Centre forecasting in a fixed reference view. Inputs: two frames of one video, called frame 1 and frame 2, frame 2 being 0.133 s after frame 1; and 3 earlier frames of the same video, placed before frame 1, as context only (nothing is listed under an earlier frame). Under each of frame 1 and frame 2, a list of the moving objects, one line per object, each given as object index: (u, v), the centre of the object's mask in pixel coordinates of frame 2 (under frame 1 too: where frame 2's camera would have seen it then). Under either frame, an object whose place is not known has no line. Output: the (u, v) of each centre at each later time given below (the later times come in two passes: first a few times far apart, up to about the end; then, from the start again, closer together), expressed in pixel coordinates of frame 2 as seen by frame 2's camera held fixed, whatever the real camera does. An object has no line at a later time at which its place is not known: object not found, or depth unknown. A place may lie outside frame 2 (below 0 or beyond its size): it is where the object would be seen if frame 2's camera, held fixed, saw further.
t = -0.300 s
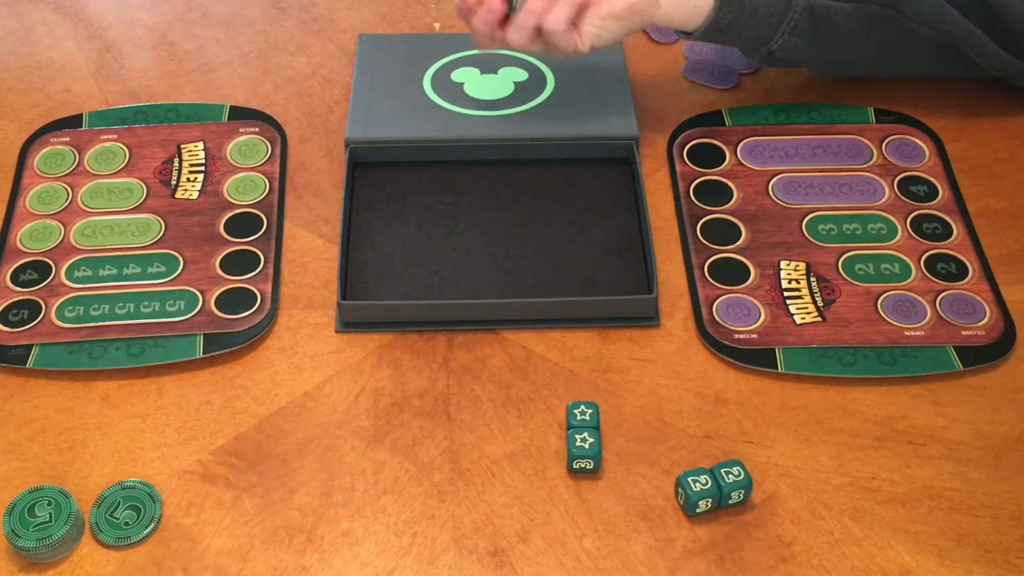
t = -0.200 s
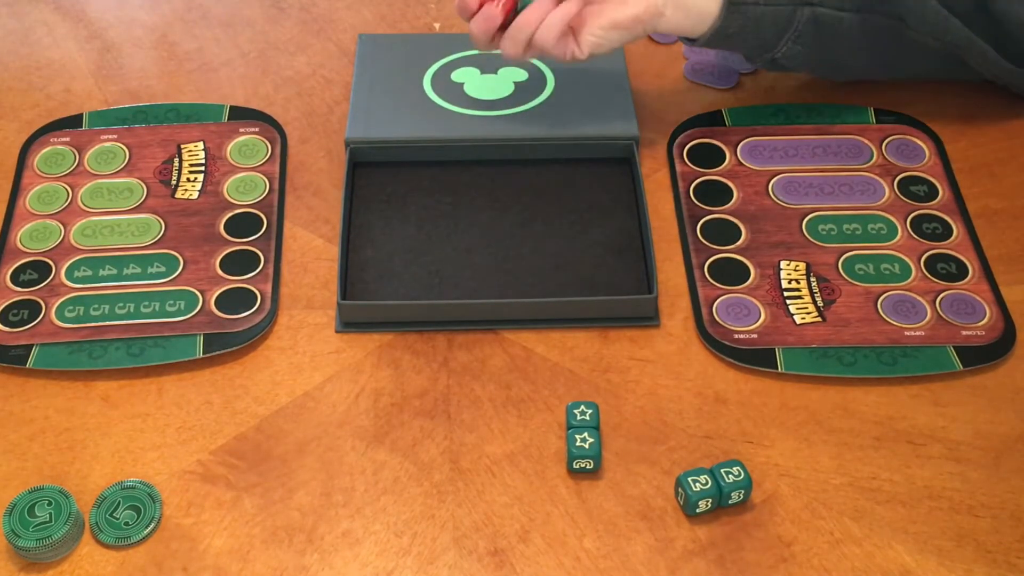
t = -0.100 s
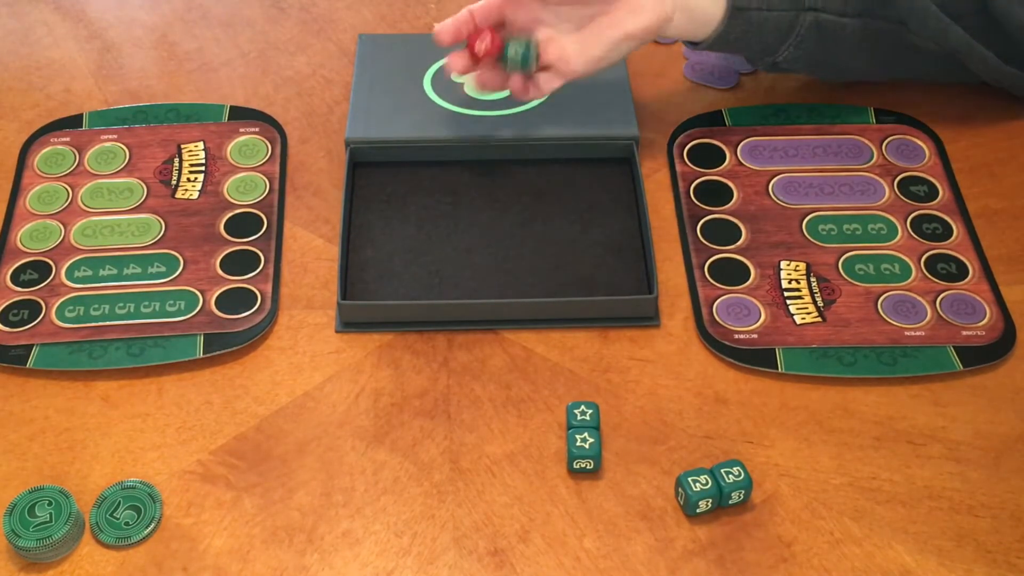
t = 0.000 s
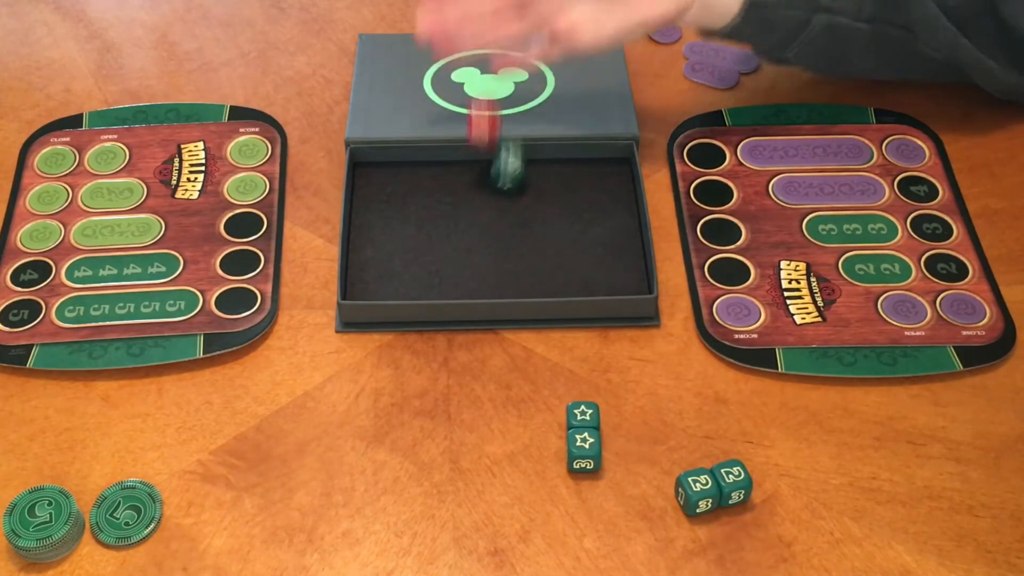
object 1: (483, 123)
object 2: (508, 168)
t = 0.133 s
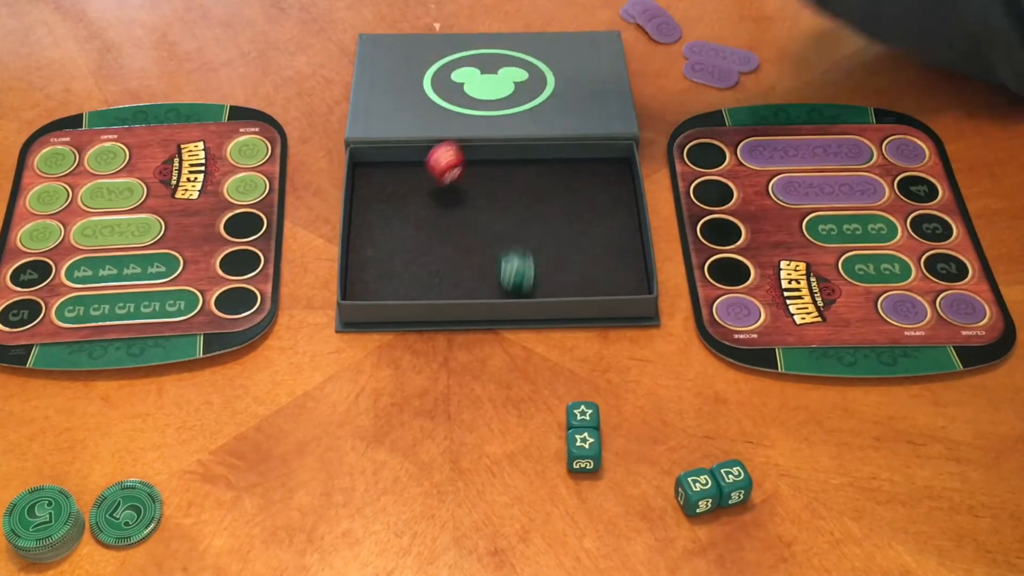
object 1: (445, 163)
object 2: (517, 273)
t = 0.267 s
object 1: (425, 196)
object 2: (523, 265)
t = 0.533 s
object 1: (381, 226)
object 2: (518, 250)
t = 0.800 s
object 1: (381, 226)
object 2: (517, 250)
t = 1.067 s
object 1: (381, 226)
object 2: (517, 250)
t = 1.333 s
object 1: (381, 226)
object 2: (517, 250)
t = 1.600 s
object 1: (381, 226)
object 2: (518, 250)
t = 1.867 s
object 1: (381, 226)
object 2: (518, 250)
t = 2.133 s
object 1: (381, 226)
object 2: (517, 250)
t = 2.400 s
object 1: (381, 226)
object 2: (517, 250)
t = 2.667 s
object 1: (381, 226)
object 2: (517, 250)
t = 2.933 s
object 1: (381, 226)
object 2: (517, 250)
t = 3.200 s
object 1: (381, 226)
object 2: (517, 250)
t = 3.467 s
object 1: (381, 226)
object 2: (517, 250)
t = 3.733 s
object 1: (381, 226)
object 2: (517, 250)
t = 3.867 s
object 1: (381, 226)
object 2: (517, 250)
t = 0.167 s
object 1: (436, 180)
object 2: (519, 284)
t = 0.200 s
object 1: (433, 179)
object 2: (521, 279)
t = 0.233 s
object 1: (430, 188)
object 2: (522, 272)
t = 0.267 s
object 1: (425, 196)
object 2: (523, 265)
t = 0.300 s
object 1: (417, 201)
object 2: (522, 258)
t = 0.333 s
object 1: (408, 207)
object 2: (521, 254)
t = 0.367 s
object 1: (400, 211)
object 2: (520, 252)
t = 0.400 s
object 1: (394, 217)
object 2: (518, 250)
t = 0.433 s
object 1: (389, 223)
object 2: (517, 250)
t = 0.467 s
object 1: (384, 225)
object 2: (517, 250)
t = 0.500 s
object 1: (381, 226)
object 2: (518, 250)
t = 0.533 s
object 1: (381, 226)
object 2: (518, 250)
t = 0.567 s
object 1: (381, 226)
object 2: (518, 250)
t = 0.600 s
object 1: (381, 226)
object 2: (517, 250)
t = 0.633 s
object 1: (381, 226)
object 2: (518, 250)
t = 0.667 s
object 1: (381, 226)
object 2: (517, 250)
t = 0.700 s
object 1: (381, 226)
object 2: (518, 250)
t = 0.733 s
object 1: (381, 226)
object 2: (517, 250)
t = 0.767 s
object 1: (381, 226)
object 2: (517, 250)
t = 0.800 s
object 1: (381, 226)
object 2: (517, 250)
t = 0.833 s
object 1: (381, 226)
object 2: (517, 250)
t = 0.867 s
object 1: (381, 226)
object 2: (518, 250)
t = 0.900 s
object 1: (381, 226)
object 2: (517, 250)
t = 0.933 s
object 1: (381, 226)
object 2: (517, 250)
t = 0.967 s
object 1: (381, 226)
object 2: (517, 250)
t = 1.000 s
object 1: (381, 226)
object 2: (517, 250)
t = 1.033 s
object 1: (381, 226)
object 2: (517, 250)
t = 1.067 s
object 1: (381, 226)
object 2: (517, 250)
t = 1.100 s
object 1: (381, 226)
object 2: (517, 250)
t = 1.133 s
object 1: (381, 226)
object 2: (517, 250)
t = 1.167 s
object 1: (381, 226)
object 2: (518, 250)
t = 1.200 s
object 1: (381, 226)
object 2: (517, 250)
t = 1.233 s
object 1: (381, 226)
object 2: (518, 250)
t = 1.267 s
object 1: (381, 226)
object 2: (517, 250)
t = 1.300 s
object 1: (381, 226)
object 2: (518, 250)
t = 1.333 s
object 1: (381, 226)
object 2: (517, 250)
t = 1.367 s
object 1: (381, 226)
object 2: (518, 250)
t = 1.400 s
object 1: (381, 226)
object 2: (517, 250)
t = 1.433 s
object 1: (381, 226)
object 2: (517, 250)
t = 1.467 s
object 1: (381, 226)
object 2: (517, 250)
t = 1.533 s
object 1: (381, 226)
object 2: (517, 250)
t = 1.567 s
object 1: (381, 226)
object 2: (517, 250)
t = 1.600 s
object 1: (381, 226)
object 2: (518, 250)
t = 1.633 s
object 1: (381, 226)
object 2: (518, 250)
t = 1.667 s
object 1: (381, 226)
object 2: (517, 250)
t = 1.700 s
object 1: (381, 226)
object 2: (517, 250)
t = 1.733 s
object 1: (381, 226)
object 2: (517, 250)
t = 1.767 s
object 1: (381, 226)
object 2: (517, 250)
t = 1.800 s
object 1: (381, 226)
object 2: (517, 250)
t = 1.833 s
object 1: (381, 226)
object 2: (517, 250)
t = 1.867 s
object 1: (381, 226)
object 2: (518, 250)
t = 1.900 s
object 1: (381, 226)
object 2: (517, 250)
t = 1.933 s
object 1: (381, 226)
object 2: (517, 250)
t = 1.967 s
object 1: (381, 226)
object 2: (517, 250)
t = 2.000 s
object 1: (381, 226)
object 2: (517, 250)
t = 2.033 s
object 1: (381, 226)
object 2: (517, 250)
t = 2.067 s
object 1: (381, 226)
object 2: (517, 250)
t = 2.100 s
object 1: (381, 226)
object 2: (517, 250)
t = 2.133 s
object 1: (381, 226)
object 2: (517, 250)
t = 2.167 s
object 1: (381, 226)
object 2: (517, 250)
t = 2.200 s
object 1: (381, 226)
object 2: (517, 250)
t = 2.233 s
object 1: (381, 226)
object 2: (517, 250)
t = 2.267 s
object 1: (381, 226)
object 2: (517, 250)
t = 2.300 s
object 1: (381, 226)
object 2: (517, 250)
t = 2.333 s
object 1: (381, 226)
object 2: (517, 250)
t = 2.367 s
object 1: (381, 226)
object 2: (517, 250)
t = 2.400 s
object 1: (381, 226)
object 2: (517, 250)
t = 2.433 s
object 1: (381, 226)
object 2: (517, 250)
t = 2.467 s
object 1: (381, 226)
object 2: (517, 250)
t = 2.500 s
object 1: (381, 226)
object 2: (517, 250)
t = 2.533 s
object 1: (381, 226)
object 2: (517, 250)
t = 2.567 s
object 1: (381, 226)
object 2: (517, 250)
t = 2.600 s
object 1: (381, 226)
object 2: (517, 250)
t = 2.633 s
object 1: (381, 226)
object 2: (517, 250)
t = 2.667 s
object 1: (381, 226)
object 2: (517, 250)
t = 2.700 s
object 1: (381, 226)
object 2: (517, 250)
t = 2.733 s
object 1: (381, 226)
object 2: (517, 250)
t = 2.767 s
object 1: (381, 226)
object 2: (517, 250)
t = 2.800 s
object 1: (381, 226)
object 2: (517, 250)
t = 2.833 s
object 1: (381, 226)
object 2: (517, 250)
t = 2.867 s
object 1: (381, 226)
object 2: (517, 250)
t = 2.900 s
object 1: (381, 226)
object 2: (517, 250)
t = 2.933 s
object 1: (381, 226)
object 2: (517, 250)
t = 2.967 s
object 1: (381, 226)
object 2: (517, 250)
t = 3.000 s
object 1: (381, 226)
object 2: (517, 250)
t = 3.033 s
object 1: (381, 226)
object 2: (517, 250)
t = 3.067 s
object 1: (381, 226)
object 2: (517, 250)
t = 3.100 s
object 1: (381, 226)
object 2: (517, 250)
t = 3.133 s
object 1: (381, 226)
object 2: (517, 250)
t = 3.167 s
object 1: (381, 226)
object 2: (517, 250)
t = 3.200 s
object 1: (381, 226)
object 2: (517, 250)
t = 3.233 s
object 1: (381, 226)
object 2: (517, 250)
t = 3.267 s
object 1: (381, 226)
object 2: (517, 250)
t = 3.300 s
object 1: (381, 226)
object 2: (517, 250)
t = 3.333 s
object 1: (381, 226)
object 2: (517, 250)
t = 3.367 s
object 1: (381, 226)
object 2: (517, 250)
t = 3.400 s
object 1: (381, 226)
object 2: (517, 250)
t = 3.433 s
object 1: (381, 226)
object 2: (517, 250)
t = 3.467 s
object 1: (381, 226)
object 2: (517, 250)
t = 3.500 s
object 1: (381, 226)
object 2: (517, 250)
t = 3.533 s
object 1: (381, 226)
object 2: (517, 250)
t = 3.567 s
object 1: (381, 226)
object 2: (517, 250)
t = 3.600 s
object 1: (381, 226)
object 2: (517, 250)
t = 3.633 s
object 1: (381, 226)
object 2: (517, 250)
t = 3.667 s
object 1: (381, 226)
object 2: (517, 250)
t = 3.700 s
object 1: (381, 226)
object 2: (517, 250)
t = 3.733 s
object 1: (381, 226)
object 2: (517, 250)
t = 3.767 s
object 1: (381, 226)
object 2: (517, 250)
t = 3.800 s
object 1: (381, 226)
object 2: (517, 250)
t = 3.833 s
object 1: (381, 226)
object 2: (517, 250)
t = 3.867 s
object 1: (381, 226)
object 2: (517, 250)
